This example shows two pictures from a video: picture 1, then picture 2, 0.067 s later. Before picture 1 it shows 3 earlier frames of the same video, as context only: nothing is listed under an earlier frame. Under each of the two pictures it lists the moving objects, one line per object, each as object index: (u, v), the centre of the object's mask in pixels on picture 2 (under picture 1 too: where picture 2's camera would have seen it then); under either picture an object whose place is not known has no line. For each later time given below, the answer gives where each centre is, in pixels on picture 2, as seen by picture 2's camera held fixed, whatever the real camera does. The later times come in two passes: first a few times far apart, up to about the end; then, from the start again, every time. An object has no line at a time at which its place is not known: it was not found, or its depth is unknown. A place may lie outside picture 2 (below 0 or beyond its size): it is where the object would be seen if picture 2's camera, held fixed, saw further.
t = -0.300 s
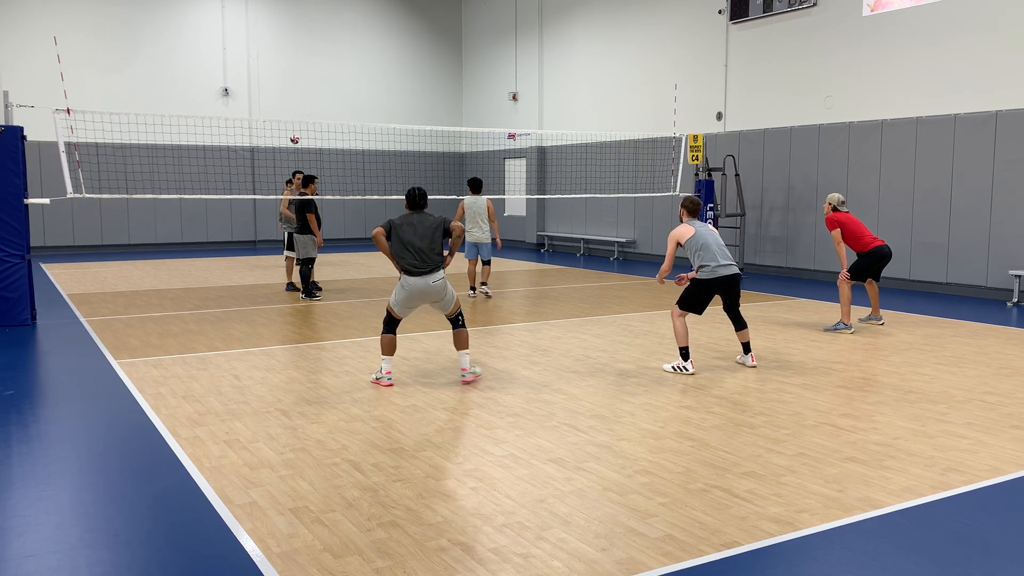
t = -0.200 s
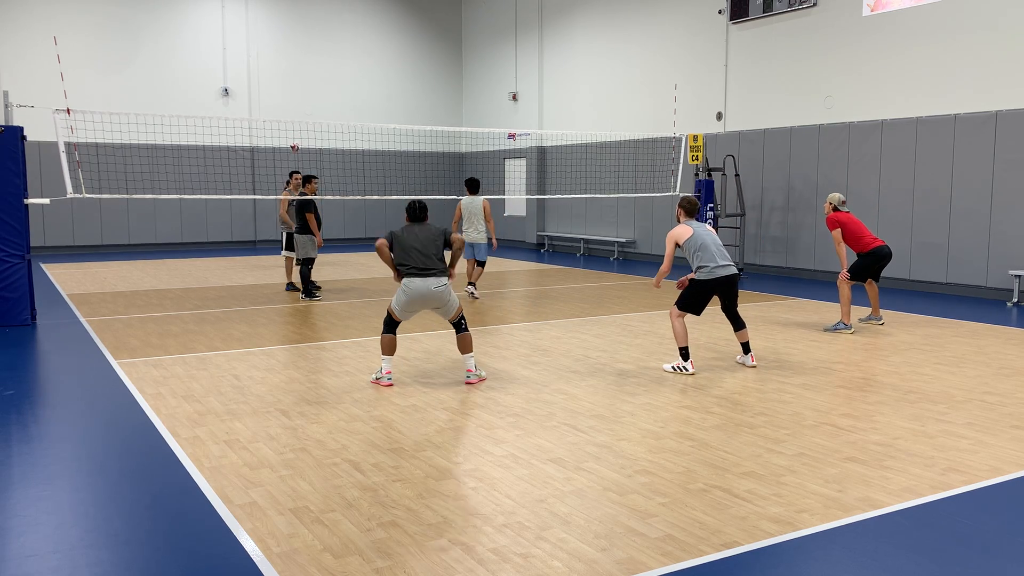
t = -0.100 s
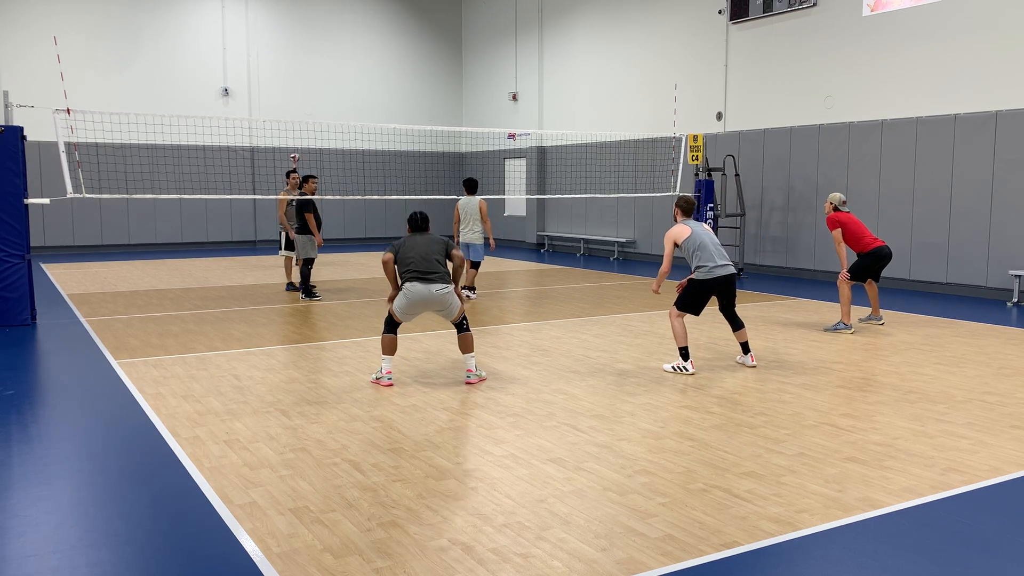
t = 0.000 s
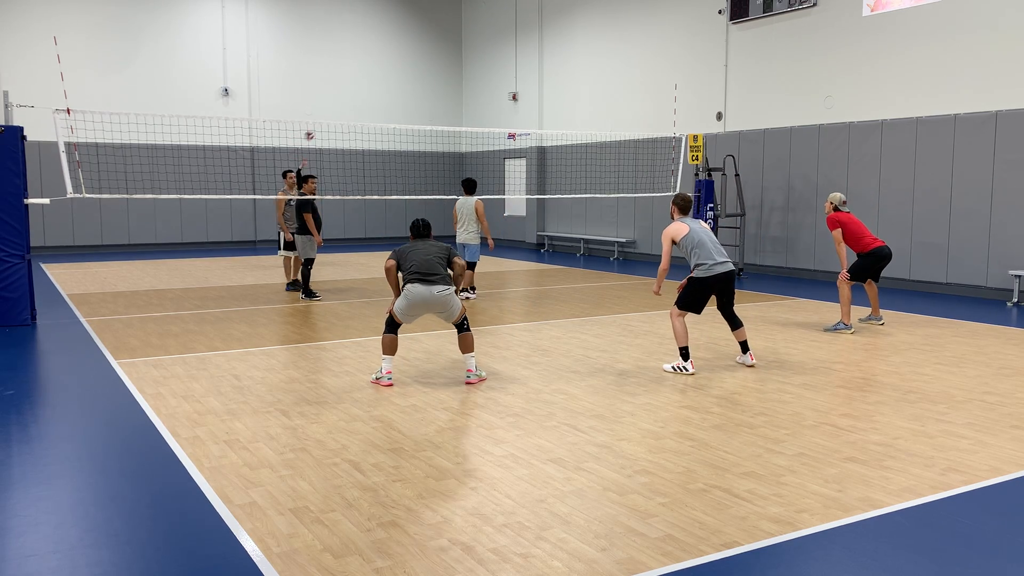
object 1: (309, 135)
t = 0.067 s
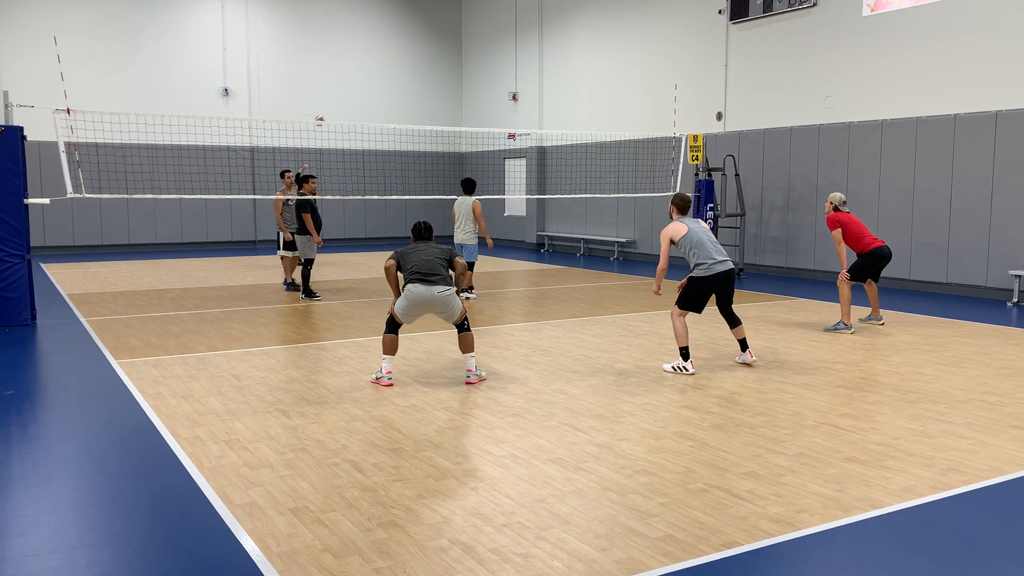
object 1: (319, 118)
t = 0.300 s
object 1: (361, 75)
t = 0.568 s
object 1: (428, 50)
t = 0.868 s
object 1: (525, 70)
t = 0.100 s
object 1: (325, 114)
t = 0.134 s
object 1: (328, 102)
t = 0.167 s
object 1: (337, 100)
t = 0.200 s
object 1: (339, 91)
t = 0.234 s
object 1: (348, 86)
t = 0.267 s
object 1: (354, 78)
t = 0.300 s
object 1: (361, 75)
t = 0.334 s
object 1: (369, 71)
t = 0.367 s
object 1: (378, 65)
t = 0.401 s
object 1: (385, 63)
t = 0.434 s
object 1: (393, 59)
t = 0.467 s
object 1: (400, 54)
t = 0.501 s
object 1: (410, 53)
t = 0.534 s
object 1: (418, 51)
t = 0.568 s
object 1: (428, 50)
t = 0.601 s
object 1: (436, 48)
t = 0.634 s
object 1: (446, 48)
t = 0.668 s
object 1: (456, 47)
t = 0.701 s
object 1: (466, 50)
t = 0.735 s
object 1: (477, 51)
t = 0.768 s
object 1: (488, 54)
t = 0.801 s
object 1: (500, 58)
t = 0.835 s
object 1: (512, 64)
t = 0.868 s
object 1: (525, 70)
